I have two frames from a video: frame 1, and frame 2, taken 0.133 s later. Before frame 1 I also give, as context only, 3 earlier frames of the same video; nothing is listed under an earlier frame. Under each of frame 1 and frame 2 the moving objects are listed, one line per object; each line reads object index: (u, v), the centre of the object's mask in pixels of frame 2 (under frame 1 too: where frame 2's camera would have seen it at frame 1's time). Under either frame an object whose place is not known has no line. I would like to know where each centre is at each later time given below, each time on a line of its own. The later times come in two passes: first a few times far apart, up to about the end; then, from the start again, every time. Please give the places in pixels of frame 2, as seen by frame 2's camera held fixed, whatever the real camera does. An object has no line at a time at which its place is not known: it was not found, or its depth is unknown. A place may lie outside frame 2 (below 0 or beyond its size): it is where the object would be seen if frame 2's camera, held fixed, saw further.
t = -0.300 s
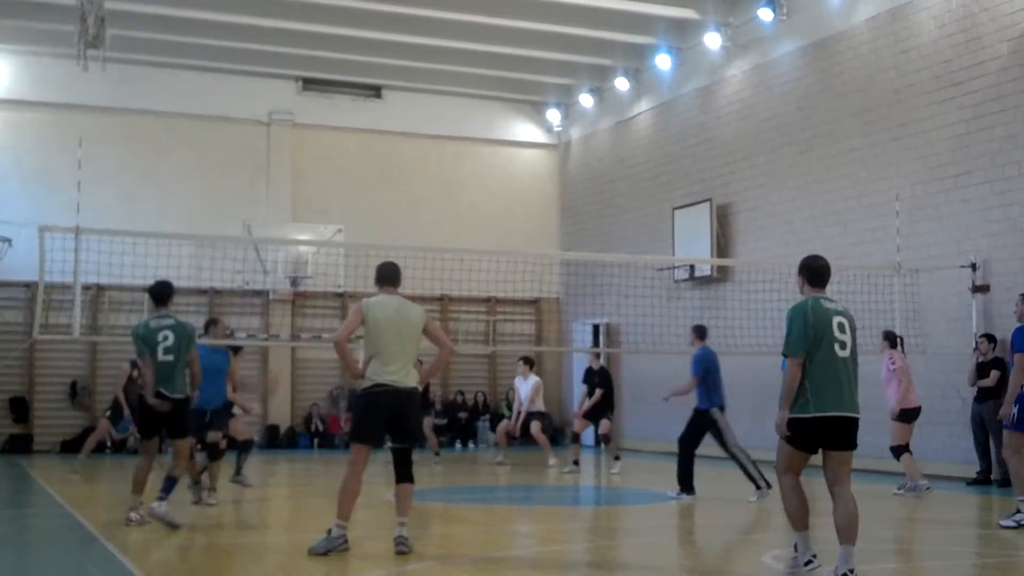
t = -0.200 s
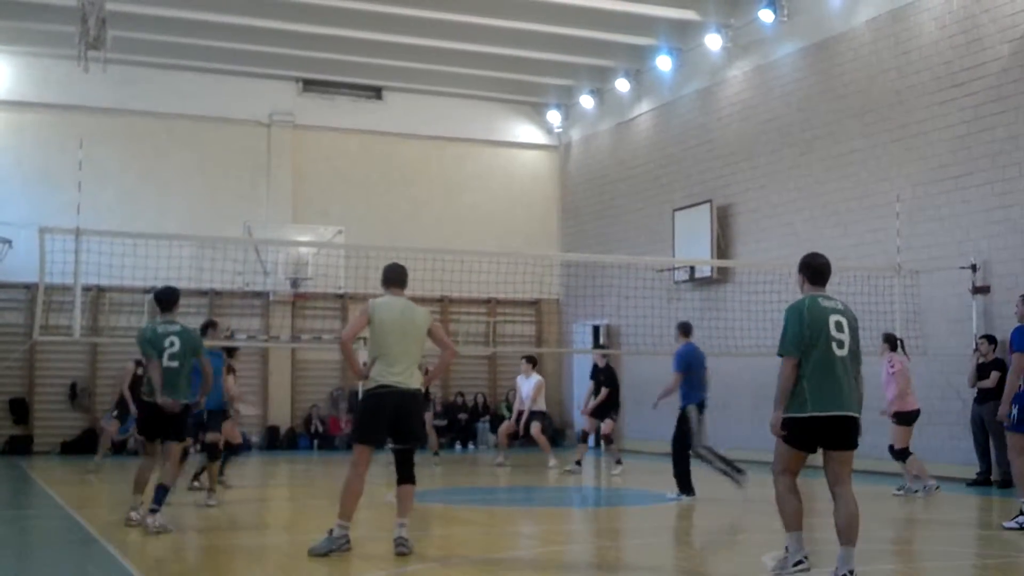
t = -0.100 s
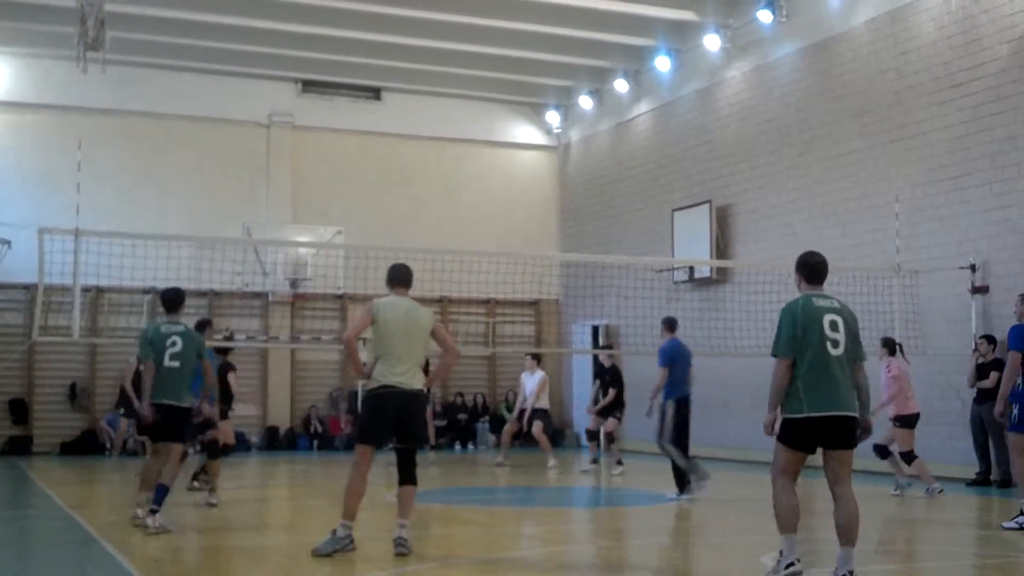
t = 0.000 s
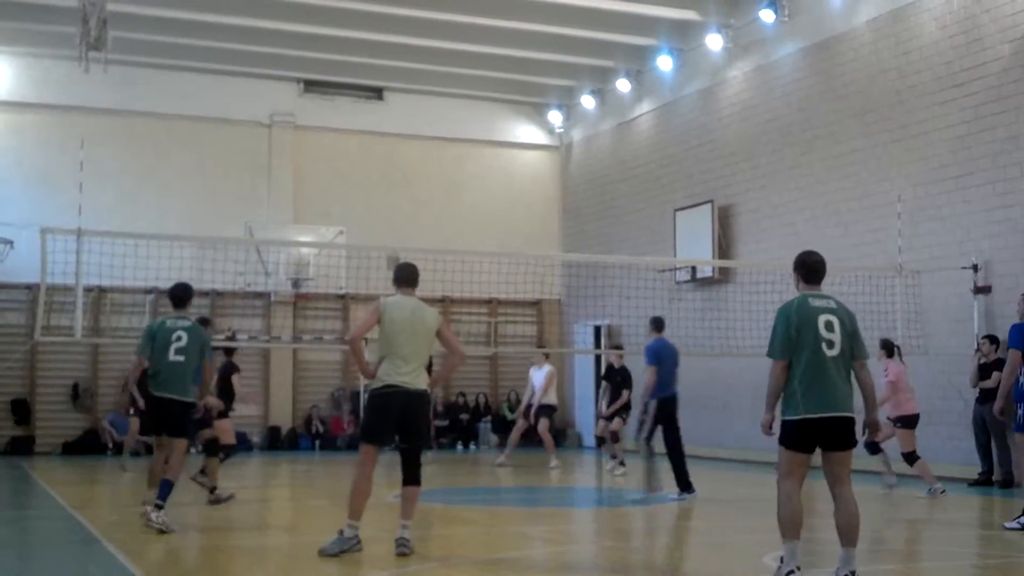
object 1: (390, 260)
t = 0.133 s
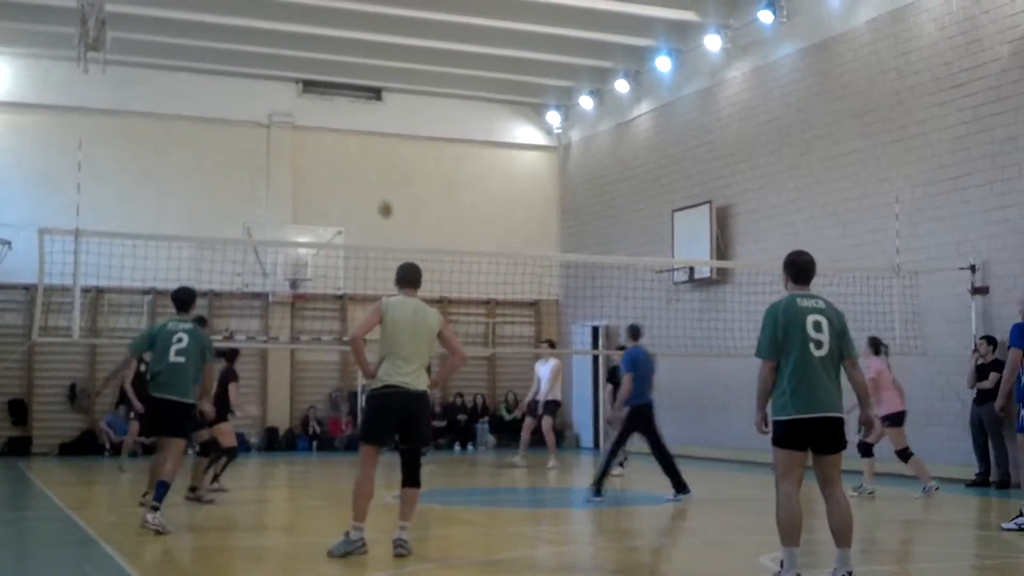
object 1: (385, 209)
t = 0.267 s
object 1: (379, 167)
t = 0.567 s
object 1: (363, 113)
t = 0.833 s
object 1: (347, 120)
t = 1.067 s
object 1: (331, 173)
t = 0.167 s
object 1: (384, 197)
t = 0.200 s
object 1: (382, 187)
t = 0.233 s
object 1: (380, 176)
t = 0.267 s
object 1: (379, 167)
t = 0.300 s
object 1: (377, 159)
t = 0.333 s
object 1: (374, 150)
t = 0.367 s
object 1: (373, 143)
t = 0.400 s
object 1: (371, 136)
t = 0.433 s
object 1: (370, 130)
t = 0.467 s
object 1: (368, 125)
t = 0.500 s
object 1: (366, 120)
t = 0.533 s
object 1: (364, 117)
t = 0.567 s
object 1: (363, 113)
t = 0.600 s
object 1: (360, 111)
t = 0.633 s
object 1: (359, 110)
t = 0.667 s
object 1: (357, 110)
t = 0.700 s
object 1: (355, 110)
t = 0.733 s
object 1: (353, 111)
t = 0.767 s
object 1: (351, 113)
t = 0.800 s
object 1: (349, 117)
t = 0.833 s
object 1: (347, 120)
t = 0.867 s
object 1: (344, 125)
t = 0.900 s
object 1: (341, 130)
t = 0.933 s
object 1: (340, 137)
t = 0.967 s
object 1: (338, 144)
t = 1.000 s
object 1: (336, 154)
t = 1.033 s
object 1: (334, 164)
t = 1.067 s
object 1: (331, 173)
